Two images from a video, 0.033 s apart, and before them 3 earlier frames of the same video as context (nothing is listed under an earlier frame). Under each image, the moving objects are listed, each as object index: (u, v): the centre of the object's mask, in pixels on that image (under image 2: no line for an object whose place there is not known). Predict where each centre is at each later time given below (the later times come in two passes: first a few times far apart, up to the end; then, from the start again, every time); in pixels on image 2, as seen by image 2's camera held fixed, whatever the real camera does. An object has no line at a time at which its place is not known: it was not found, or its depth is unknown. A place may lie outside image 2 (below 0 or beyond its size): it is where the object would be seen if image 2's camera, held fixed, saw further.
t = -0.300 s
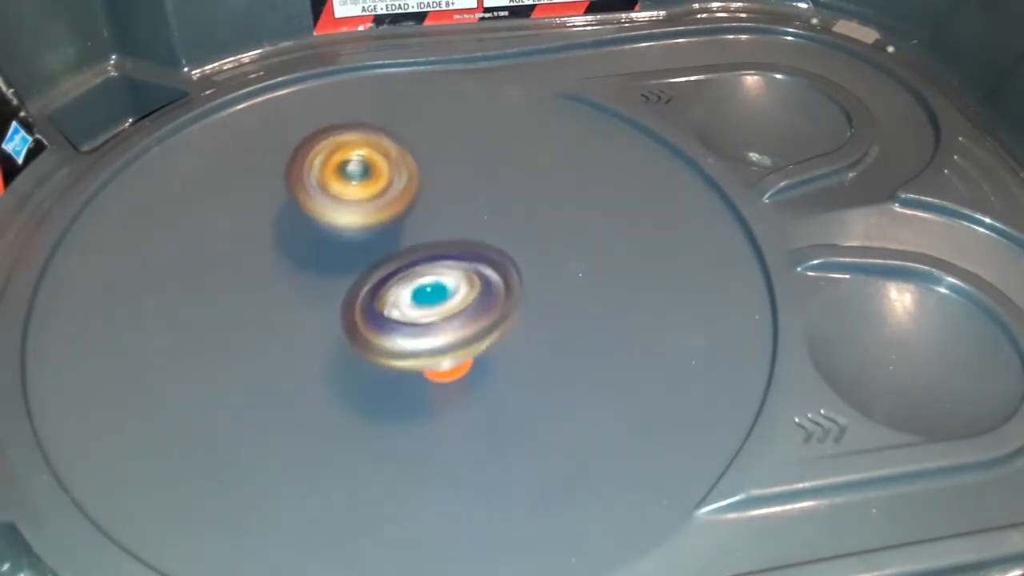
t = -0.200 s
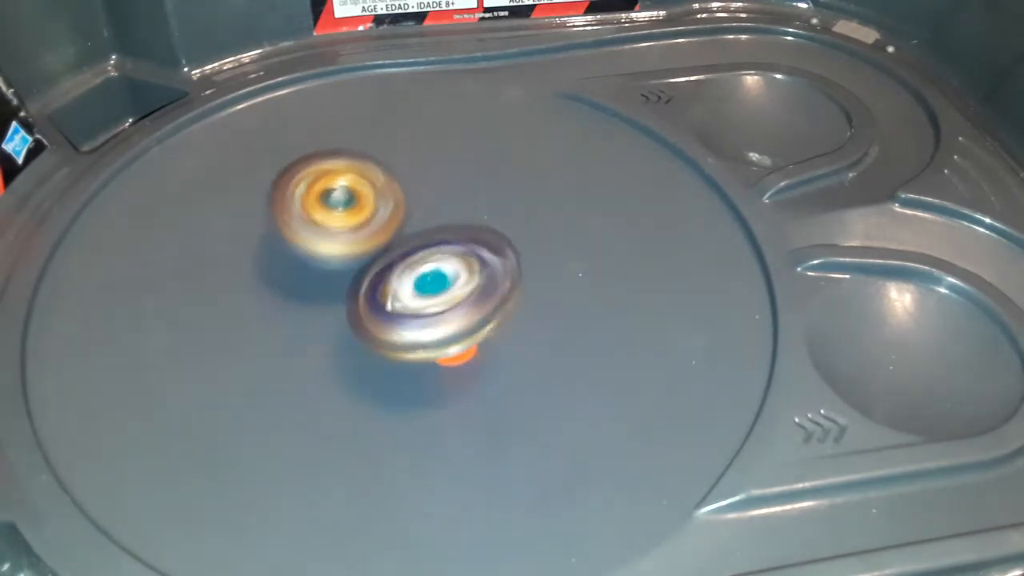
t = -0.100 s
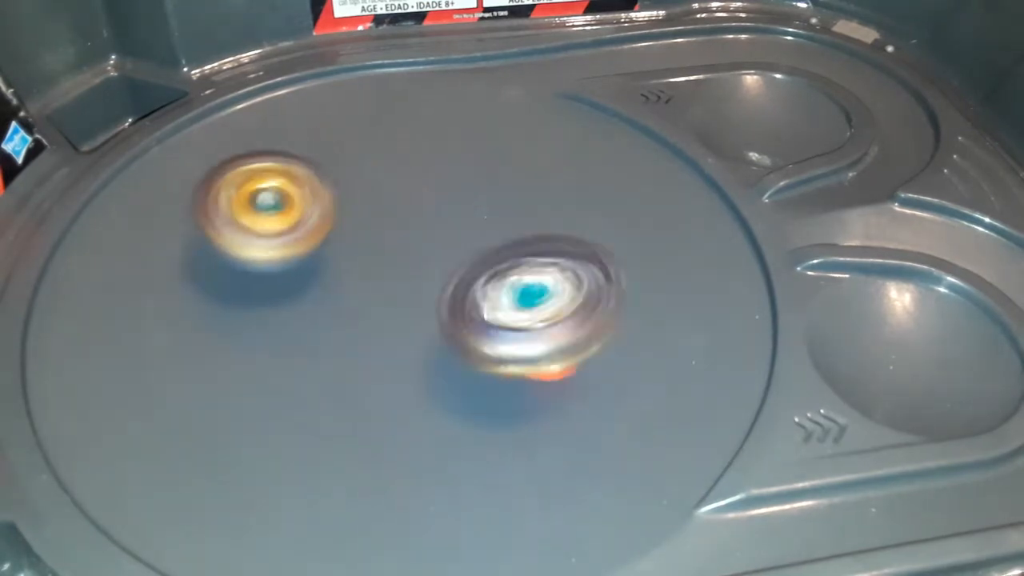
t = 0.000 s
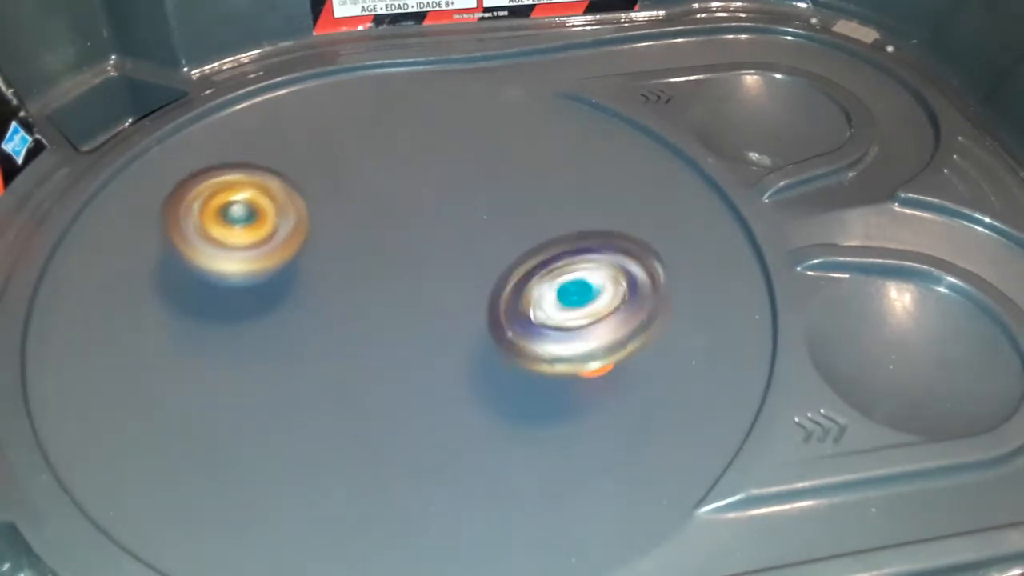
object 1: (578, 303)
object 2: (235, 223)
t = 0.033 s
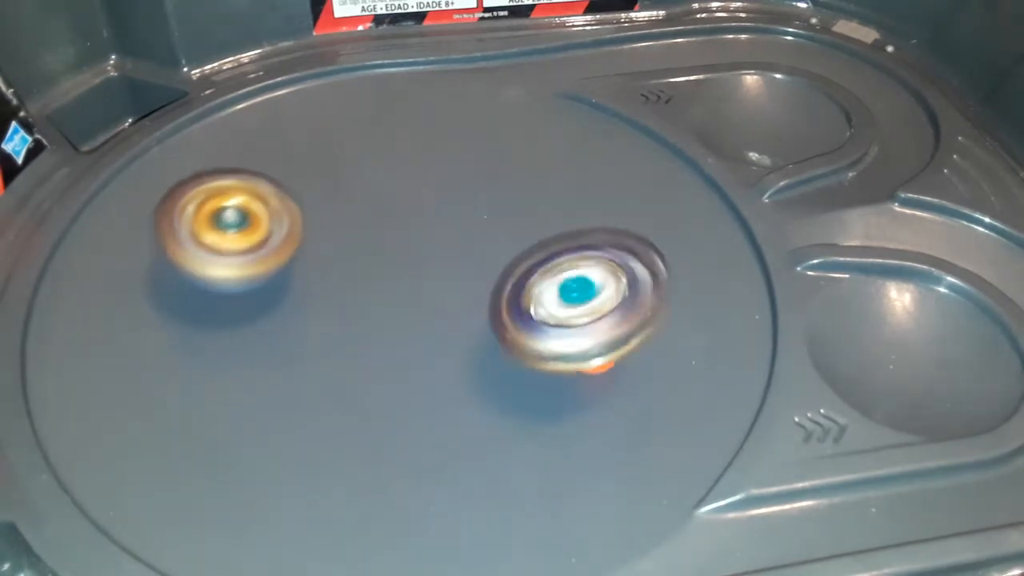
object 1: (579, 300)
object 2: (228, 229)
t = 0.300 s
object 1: (512, 280)
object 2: (228, 281)
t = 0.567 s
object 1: (422, 227)
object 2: (307, 369)
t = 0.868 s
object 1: (405, 217)
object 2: (419, 426)
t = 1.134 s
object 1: (411, 261)
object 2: (510, 385)
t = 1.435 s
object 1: (355, 252)
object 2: (611, 296)
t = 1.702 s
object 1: (379, 246)
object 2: (605, 208)
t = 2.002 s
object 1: (400, 240)
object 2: (528, 151)
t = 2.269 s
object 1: (413, 247)
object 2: (427, 139)
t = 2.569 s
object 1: (435, 258)
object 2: (320, 176)
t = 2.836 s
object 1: (446, 258)
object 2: (258, 257)
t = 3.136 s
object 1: (444, 254)
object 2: (266, 355)
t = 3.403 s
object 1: (443, 251)
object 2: (363, 389)
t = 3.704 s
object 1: (438, 243)
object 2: (524, 362)
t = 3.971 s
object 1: (444, 242)
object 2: (606, 293)
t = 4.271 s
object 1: (423, 257)
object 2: (600, 209)
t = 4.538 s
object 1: (417, 269)
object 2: (526, 163)
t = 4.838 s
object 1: (433, 275)
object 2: (399, 164)
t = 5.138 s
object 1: (436, 265)
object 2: (285, 214)
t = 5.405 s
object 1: (464, 250)
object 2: (237, 291)
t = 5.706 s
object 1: (472, 247)
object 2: (318, 363)
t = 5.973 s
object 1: (461, 233)
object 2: (470, 376)
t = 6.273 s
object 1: (459, 240)
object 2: (604, 308)
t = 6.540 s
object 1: (450, 248)
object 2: (617, 221)
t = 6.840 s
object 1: (433, 262)
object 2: (532, 162)
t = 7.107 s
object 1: (440, 279)
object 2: (407, 164)
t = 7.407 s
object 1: (454, 279)
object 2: (280, 241)
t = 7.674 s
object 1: (447, 268)
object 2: (275, 337)
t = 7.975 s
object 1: (439, 238)
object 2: (414, 415)
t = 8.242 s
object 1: (429, 232)
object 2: (555, 375)
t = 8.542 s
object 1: (422, 243)
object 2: (585, 245)
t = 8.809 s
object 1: (400, 276)
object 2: (509, 161)
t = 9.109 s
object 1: (438, 266)
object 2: (362, 161)
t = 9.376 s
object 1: (444, 240)
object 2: (270, 249)
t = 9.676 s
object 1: (457, 242)
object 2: (348, 395)
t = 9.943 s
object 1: (459, 244)
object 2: (510, 395)
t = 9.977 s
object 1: (461, 246)
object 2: (528, 385)
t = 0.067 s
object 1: (577, 297)
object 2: (223, 233)
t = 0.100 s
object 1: (570, 293)
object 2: (218, 240)
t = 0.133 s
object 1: (563, 291)
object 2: (217, 246)
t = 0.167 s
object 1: (553, 290)
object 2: (216, 252)
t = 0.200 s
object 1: (542, 288)
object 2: (217, 259)
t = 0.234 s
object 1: (533, 287)
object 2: (219, 267)
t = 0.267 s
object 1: (522, 284)
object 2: (223, 274)
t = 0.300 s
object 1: (512, 280)
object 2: (228, 281)
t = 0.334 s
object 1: (500, 275)
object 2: (235, 289)
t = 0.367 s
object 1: (488, 269)
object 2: (243, 298)
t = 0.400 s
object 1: (474, 264)
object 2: (254, 306)
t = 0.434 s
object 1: (460, 259)
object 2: (265, 316)
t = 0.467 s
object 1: (448, 253)
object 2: (278, 326)
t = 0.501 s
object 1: (434, 250)
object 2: (292, 336)
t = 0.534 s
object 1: (425, 242)
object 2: (299, 354)
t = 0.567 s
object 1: (422, 227)
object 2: (307, 369)
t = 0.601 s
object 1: (418, 216)
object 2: (317, 381)
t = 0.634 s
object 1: (415, 209)
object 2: (329, 391)
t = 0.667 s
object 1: (412, 206)
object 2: (340, 399)
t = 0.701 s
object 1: (409, 205)
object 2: (353, 407)
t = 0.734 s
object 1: (408, 206)
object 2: (366, 414)
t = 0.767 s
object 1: (406, 208)
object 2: (379, 419)
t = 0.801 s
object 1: (405, 210)
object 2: (393, 423)
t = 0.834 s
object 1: (405, 214)
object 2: (406, 425)
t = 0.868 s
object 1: (405, 217)
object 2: (419, 426)
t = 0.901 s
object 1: (406, 221)
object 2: (432, 426)
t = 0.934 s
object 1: (405, 225)
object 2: (444, 424)
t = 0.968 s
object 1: (406, 229)
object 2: (456, 421)
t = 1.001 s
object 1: (406, 234)
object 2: (468, 417)
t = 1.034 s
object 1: (407, 241)
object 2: (479, 411)
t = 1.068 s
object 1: (407, 248)
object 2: (489, 403)
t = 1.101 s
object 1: (408, 254)
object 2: (499, 395)
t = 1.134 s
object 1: (411, 261)
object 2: (510, 385)
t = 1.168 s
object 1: (413, 269)
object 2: (520, 374)
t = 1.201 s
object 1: (411, 272)
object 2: (537, 368)
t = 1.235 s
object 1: (397, 267)
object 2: (558, 359)
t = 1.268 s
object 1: (383, 262)
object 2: (573, 353)
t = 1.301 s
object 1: (370, 258)
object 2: (584, 344)
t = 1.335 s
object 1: (360, 255)
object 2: (594, 331)
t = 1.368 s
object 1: (355, 253)
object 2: (601, 319)
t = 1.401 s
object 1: (355, 252)
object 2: (606, 308)
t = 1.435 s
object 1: (355, 252)
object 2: (611, 296)
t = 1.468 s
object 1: (356, 251)
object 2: (615, 283)
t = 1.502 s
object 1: (359, 250)
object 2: (617, 271)
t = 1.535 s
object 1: (363, 249)
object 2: (618, 260)
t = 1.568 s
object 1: (367, 249)
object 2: (618, 248)
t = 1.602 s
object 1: (370, 248)
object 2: (615, 238)
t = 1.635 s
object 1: (374, 247)
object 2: (613, 227)
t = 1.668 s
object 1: (377, 247)
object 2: (609, 218)
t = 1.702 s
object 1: (379, 246)
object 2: (605, 208)
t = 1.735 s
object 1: (382, 245)
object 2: (600, 199)
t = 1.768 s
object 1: (385, 244)
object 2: (593, 190)
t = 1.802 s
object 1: (387, 244)
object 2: (586, 183)
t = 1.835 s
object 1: (390, 243)
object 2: (578, 176)
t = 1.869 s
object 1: (392, 242)
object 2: (570, 169)
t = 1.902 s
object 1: (394, 242)
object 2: (560, 164)
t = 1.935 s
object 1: (396, 241)
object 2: (551, 159)
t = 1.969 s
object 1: (398, 241)
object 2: (540, 154)
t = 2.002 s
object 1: (400, 240)
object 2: (528, 151)
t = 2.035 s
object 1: (402, 240)
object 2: (517, 148)
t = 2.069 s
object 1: (402, 241)
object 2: (506, 146)
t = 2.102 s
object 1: (403, 240)
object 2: (494, 144)
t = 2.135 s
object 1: (406, 240)
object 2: (480, 142)
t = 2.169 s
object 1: (406, 241)
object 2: (468, 141)
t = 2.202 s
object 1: (407, 241)
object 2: (454, 141)
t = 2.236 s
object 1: (409, 244)
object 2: (441, 141)
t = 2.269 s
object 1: (413, 247)
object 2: (427, 139)
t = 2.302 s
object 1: (414, 248)
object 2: (414, 140)
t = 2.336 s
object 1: (416, 249)
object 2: (401, 142)
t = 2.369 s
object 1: (419, 250)
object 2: (389, 145)
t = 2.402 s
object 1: (420, 251)
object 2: (376, 148)
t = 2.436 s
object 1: (421, 251)
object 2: (364, 152)
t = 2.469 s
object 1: (424, 252)
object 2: (352, 157)
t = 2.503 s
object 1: (427, 255)
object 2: (341, 162)
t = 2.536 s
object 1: (430, 257)
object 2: (329, 170)
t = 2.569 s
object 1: (435, 258)
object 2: (320, 176)
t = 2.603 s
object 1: (438, 259)
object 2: (310, 184)
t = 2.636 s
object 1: (440, 260)
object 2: (300, 192)
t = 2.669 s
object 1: (442, 260)
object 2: (291, 202)
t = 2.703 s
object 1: (444, 260)
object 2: (283, 211)
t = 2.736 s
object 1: (444, 260)
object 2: (276, 223)
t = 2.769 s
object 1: (445, 259)
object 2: (269, 234)
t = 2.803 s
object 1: (446, 259)
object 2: (263, 246)
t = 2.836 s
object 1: (446, 258)
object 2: (258, 257)
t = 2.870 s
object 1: (446, 258)
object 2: (255, 268)
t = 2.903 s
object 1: (446, 257)
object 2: (252, 280)
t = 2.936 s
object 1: (446, 256)
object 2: (250, 291)
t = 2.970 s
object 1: (445, 255)
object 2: (249, 303)
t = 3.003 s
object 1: (445, 255)
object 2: (250, 314)
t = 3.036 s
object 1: (445, 255)
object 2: (252, 325)
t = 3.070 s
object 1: (444, 255)
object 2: (255, 336)
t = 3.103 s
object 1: (444, 254)
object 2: (260, 346)
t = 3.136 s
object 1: (444, 254)
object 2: (266, 355)
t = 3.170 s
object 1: (443, 254)
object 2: (274, 363)
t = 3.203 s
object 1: (442, 253)
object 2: (283, 370)
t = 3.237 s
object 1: (442, 253)
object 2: (294, 376)
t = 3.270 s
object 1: (442, 252)
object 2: (305, 380)
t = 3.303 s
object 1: (442, 252)
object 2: (318, 384)
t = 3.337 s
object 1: (443, 251)
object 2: (331, 387)
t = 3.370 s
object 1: (443, 251)
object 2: (347, 389)
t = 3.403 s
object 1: (443, 251)
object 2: (363, 389)
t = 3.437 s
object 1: (443, 250)
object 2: (381, 389)
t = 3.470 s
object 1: (443, 251)
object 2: (398, 387)
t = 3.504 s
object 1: (443, 251)
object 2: (415, 384)
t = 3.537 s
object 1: (444, 251)
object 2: (434, 382)
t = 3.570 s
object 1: (443, 249)
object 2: (453, 380)
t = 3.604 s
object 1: (441, 245)
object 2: (473, 377)
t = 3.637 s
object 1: (440, 244)
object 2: (490, 373)
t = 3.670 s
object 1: (438, 243)
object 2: (507, 368)
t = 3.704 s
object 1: (438, 243)
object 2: (524, 362)
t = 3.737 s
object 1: (439, 242)
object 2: (539, 355)
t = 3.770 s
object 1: (439, 243)
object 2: (553, 348)
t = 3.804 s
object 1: (439, 243)
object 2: (566, 339)
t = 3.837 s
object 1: (441, 243)
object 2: (577, 331)
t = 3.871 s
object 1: (441, 243)
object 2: (587, 321)
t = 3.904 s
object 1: (442, 243)
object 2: (594, 313)
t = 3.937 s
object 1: (444, 242)
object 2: (601, 302)
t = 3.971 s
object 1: (444, 242)
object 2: (606, 293)
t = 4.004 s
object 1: (443, 241)
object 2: (609, 283)
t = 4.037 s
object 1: (444, 243)
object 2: (611, 274)
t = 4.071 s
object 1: (442, 244)
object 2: (611, 265)
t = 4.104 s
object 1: (444, 245)
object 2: (610, 256)
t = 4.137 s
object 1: (447, 247)
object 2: (607, 246)
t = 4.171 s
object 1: (447, 247)
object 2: (605, 238)
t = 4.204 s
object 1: (442, 249)
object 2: (603, 229)
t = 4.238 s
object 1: (431, 253)
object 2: (604, 218)
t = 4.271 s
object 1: (423, 257)
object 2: (600, 209)
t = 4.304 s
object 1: (419, 260)
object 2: (594, 201)
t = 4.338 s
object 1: (418, 262)
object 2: (587, 193)
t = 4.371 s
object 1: (417, 263)
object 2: (579, 186)
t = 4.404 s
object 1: (417, 264)
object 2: (570, 180)
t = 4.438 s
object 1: (417, 265)
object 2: (560, 174)
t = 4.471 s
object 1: (417, 265)
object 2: (549, 170)
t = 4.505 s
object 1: (417, 267)
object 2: (538, 166)
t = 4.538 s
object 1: (417, 269)
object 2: (526, 163)
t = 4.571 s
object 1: (418, 270)
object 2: (514, 161)
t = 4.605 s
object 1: (419, 272)
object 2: (501, 159)
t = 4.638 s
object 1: (420, 272)
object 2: (487, 158)
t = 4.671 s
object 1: (422, 273)
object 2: (473, 158)
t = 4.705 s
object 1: (423, 273)
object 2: (459, 158)
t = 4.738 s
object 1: (425, 273)
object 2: (444, 159)
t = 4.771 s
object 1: (427, 273)
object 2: (429, 160)
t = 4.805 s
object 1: (429, 273)
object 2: (414, 162)
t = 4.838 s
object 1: (433, 275)
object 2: (399, 164)
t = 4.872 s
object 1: (436, 275)
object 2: (383, 167)
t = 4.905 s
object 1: (438, 274)
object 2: (368, 171)
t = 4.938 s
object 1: (438, 273)
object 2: (353, 176)
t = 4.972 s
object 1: (438, 272)
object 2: (339, 181)
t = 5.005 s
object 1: (438, 270)
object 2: (327, 186)
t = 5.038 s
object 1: (438, 269)
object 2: (314, 192)
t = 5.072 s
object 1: (437, 268)
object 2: (303, 198)
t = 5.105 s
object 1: (437, 266)
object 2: (294, 205)
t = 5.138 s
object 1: (436, 265)
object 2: (285, 214)
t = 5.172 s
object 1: (434, 263)
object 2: (277, 223)
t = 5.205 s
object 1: (432, 262)
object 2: (270, 232)
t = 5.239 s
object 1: (429, 260)
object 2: (265, 242)
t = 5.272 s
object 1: (427, 258)
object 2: (262, 252)
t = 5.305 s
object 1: (427, 258)
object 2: (255, 264)
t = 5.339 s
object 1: (438, 254)
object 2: (243, 273)
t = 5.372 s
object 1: (452, 252)
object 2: (239, 282)
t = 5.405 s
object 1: (464, 250)
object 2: (237, 291)
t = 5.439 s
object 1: (472, 247)
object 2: (237, 301)
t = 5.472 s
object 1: (475, 245)
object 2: (241, 310)
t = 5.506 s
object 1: (479, 243)
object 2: (247, 320)
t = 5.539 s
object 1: (477, 243)
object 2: (255, 329)
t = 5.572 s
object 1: (479, 243)
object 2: (264, 338)
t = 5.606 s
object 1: (477, 244)
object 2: (275, 345)
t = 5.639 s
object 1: (475, 244)
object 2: (288, 352)
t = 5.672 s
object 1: (474, 245)
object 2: (302, 358)
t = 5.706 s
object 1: (472, 247)
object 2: (318, 363)
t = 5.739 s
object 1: (472, 248)
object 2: (335, 367)
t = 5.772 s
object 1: (469, 249)
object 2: (352, 370)
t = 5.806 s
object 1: (470, 250)
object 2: (371, 371)
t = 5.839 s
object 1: (467, 251)
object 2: (389, 372)
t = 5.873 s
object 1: (466, 250)
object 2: (408, 375)
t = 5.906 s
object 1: (465, 243)
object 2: (427, 378)
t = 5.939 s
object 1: (462, 237)
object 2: (449, 378)
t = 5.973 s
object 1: (461, 233)
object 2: (470, 376)
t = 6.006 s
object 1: (457, 233)
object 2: (491, 372)
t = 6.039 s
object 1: (456, 233)
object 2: (510, 367)
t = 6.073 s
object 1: (454, 235)
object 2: (529, 361)
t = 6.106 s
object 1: (456, 235)
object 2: (546, 354)
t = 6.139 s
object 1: (456, 237)
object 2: (562, 345)
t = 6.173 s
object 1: (458, 237)
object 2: (576, 336)
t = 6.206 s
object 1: (457, 237)
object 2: (588, 327)
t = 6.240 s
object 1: (459, 239)
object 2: (597, 318)
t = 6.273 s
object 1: (459, 240)
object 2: (604, 308)
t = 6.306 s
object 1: (461, 240)
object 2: (611, 297)
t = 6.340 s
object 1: (461, 242)
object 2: (616, 286)
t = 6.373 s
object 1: (460, 242)
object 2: (620, 274)
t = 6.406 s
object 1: (460, 243)
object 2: (621, 263)
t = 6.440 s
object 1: (459, 244)
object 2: (621, 253)
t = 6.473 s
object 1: (459, 245)
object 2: (621, 242)
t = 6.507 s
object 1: (454, 247)
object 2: (620, 232)
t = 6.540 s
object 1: (450, 248)
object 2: (617, 221)
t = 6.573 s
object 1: (448, 249)
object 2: (612, 213)
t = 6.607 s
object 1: (449, 250)
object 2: (605, 205)
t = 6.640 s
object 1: (448, 250)
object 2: (596, 197)
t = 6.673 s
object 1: (447, 250)
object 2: (586, 190)
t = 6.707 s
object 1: (446, 251)
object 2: (577, 183)
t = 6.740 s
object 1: (445, 250)
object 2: (567, 177)
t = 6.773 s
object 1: (444, 252)
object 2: (555, 172)
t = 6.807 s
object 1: (440, 255)
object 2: (542, 168)
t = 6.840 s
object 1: (433, 262)
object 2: (532, 162)
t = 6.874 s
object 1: (432, 267)
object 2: (517, 160)
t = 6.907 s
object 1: (430, 274)
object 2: (499, 157)
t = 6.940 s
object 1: (430, 277)
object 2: (484, 156)
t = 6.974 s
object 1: (429, 280)
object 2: (467, 156)
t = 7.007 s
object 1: (434, 281)
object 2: (452, 157)
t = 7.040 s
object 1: (436, 281)
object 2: (438, 158)
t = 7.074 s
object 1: (439, 280)
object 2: (423, 161)
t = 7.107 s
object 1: (440, 279)
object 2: (407, 164)
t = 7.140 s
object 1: (442, 277)
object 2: (391, 170)
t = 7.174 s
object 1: (441, 275)
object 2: (374, 177)
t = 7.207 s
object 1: (442, 274)
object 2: (358, 184)
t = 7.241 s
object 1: (441, 274)
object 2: (343, 191)
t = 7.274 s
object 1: (448, 278)
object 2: (328, 199)
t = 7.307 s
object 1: (452, 279)
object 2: (314, 208)
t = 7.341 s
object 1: (456, 280)
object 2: (301, 218)
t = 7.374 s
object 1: (456, 279)
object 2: (290, 228)
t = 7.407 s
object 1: (454, 279)
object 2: (280, 241)
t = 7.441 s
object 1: (452, 277)
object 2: (273, 252)
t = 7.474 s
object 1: (454, 275)
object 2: (268, 264)
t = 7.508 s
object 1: (453, 274)
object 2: (264, 275)
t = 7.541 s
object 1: (453, 272)
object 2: (263, 288)
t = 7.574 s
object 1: (452, 270)
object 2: (263, 300)
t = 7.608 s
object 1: (450, 270)
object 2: (264, 313)
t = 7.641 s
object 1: (450, 267)
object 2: (269, 325)
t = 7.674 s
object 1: (447, 268)
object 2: (275, 337)
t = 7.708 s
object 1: (447, 266)
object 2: (283, 347)
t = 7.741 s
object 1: (443, 267)
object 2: (295, 358)
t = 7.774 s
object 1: (442, 263)
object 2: (310, 368)
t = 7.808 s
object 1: (439, 265)
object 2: (325, 377)
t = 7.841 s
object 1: (438, 264)
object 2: (342, 382)
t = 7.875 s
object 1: (435, 263)
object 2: (357, 391)
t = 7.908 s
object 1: (438, 253)
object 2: (374, 403)
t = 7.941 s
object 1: (439, 243)
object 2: (393, 411)
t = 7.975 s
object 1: (439, 238)
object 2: (414, 415)
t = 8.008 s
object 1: (439, 234)
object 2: (434, 417)
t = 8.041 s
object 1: (435, 232)
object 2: (453, 418)
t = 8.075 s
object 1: (435, 232)
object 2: (473, 416)
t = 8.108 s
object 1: (434, 232)
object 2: (493, 411)
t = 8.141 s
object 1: (433, 232)
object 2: (512, 404)
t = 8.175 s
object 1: (432, 232)
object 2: (527, 396)
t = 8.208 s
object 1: (429, 232)
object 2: (542, 387)
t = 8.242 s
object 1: (429, 232)
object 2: (555, 375)
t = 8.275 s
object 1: (425, 234)
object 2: (567, 362)
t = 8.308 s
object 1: (425, 235)
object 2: (575, 349)
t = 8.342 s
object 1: (425, 236)
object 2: (581, 334)
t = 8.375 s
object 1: (426, 239)
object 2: (585, 320)
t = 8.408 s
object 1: (429, 239)
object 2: (587, 304)
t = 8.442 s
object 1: (431, 240)
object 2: (587, 290)
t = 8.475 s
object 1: (434, 239)
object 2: (585, 275)
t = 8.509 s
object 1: (431, 240)
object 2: (583, 261)
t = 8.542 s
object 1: (422, 243)
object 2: (585, 245)
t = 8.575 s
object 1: (410, 248)
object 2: (587, 230)
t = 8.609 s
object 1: (403, 251)
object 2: (580, 215)
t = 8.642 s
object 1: (399, 255)
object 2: (571, 204)
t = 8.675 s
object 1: (396, 259)
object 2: (562, 194)
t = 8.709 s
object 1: (396, 263)
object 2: (550, 185)
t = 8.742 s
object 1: (397, 268)
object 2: (538, 176)
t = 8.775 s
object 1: (396, 272)
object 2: (523, 168)
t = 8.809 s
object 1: (400, 276)
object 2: (509, 161)
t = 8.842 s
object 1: (403, 280)
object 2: (494, 157)
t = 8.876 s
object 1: (407, 282)
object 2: (476, 153)
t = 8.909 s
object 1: (414, 283)
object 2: (462, 150)
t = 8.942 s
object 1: (418, 283)
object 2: (445, 149)
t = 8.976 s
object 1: (422, 282)
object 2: (428, 149)
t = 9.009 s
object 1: (429, 279)
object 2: (410, 149)
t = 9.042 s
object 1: (431, 276)
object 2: (394, 151)
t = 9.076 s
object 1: (437, 270)
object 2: (377, 154)
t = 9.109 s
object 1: (438, 266)
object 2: (362, 161)
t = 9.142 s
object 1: (438, 262)
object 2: (346, 167)
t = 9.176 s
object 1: (440, 255)
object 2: (334, 173)
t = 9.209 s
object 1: (438, 251)
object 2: (320, 183)
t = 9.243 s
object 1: (436, 249)
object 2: (307, 194)
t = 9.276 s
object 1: (435, 244)
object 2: (297, 207)
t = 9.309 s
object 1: (438, 242)
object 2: (286, 217)
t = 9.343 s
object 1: (442, 239)
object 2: (277, 232)
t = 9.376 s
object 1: (444, 240)
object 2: (270, 249)
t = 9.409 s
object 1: (446, 241)
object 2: (269, 265)
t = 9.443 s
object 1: (452, 242)
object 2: (270, 284)
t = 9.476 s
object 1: (458, 240)
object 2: (275, 302)
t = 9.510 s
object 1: (460, 240)
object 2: (278, 320)
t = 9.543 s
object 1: (460, 240)
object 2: (287, 337)
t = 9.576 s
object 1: (458, 241)
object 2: (301, 355)
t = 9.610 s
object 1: (458, 241)
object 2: (315, 371)
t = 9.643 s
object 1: (458, 241)
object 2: (328, 383)
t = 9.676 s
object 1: (457, 242)
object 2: (348, 395)
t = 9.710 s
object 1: (459, 242)
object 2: (367, 404)
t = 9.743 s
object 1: (456, 242)
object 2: (386, 410)
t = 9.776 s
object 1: (454, 241)
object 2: (409, 414)
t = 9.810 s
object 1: (455, 240)
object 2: (432, 415)
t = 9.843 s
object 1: (453, 242)
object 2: (452, 414)
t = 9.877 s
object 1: (453, 243)
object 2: (473, 410)
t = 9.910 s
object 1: (457, 243)
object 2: (493, 403)
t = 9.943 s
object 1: (459, 244)
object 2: (510, 395)
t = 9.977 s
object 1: (461, 246)
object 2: (528, 385)
